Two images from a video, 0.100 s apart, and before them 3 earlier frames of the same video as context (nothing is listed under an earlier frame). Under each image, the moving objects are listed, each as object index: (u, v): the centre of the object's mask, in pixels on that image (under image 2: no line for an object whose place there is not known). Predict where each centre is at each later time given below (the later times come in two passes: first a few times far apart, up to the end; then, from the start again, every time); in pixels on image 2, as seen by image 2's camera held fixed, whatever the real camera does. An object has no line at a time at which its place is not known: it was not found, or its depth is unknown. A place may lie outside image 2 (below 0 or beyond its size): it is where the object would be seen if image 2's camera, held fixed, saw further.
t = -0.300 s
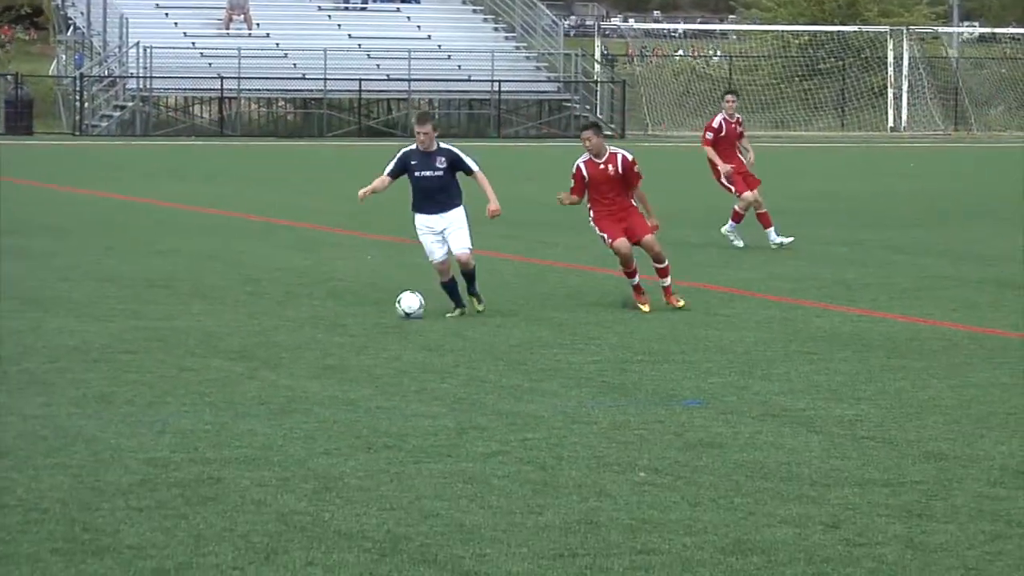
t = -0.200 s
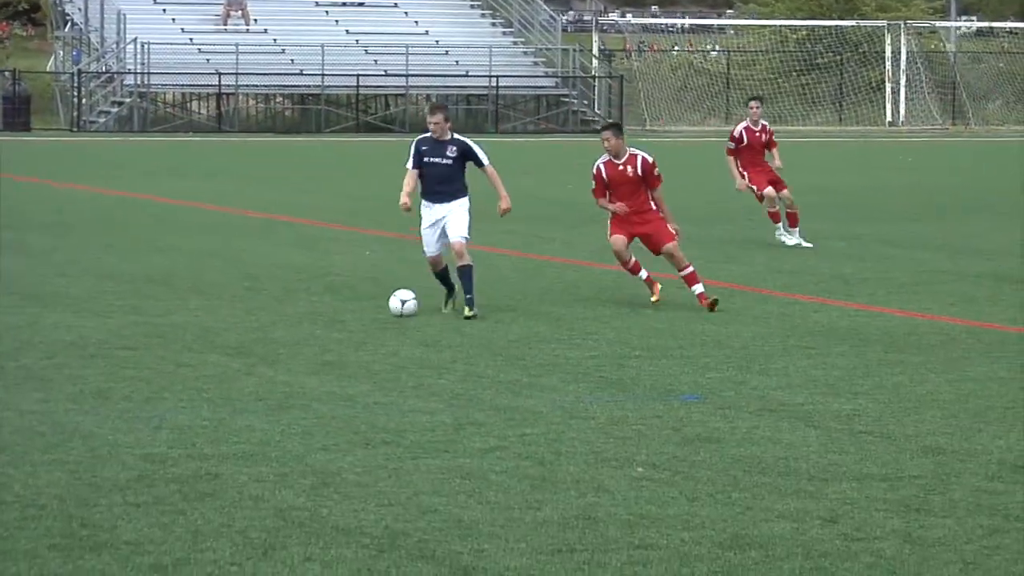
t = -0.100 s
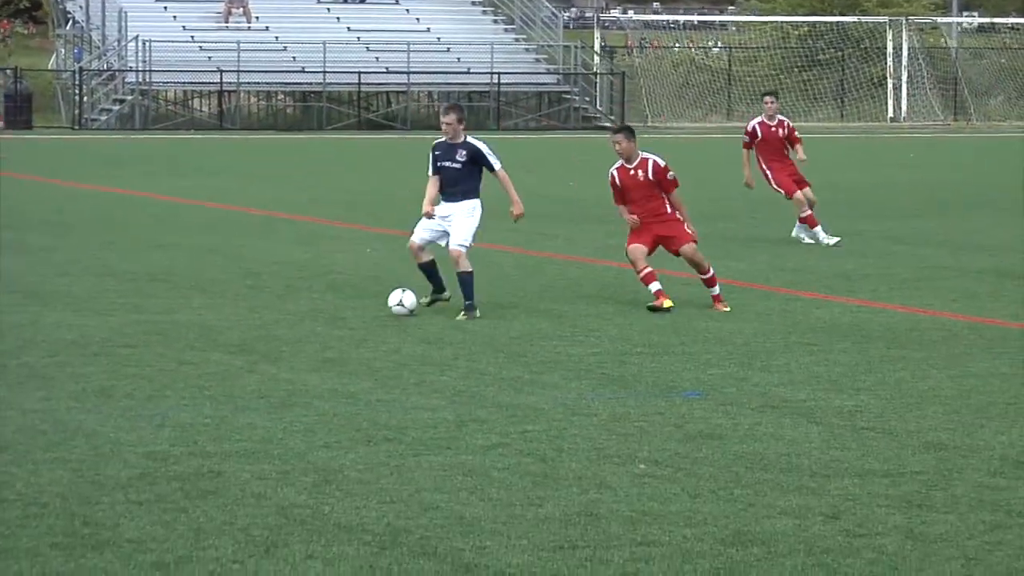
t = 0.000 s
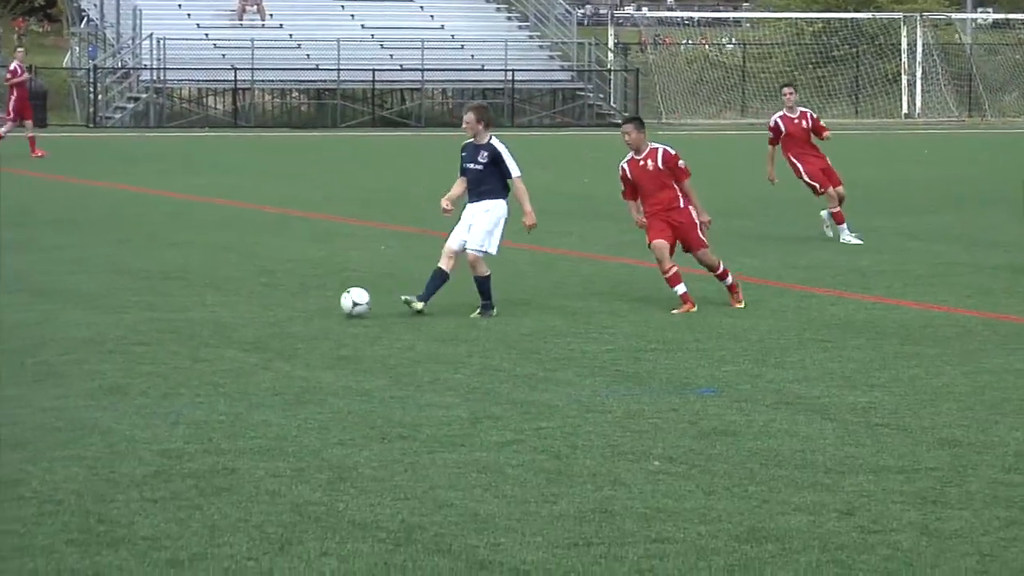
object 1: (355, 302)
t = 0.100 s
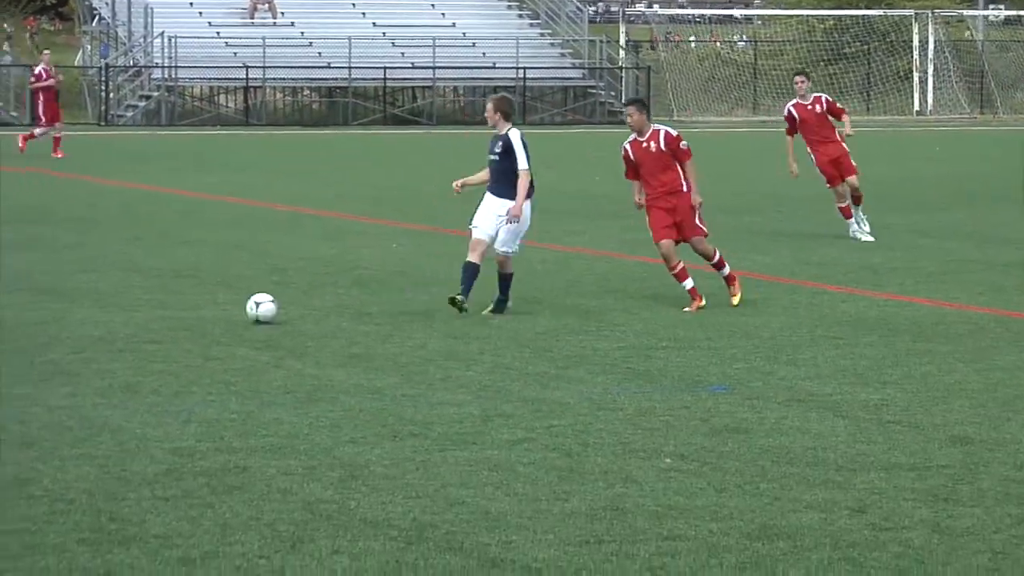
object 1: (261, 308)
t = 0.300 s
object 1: (55, 325)
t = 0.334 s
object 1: (21, 325)
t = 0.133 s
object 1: (225, 313)
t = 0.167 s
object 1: (192, 315)
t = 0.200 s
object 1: (158, 316)
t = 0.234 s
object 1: (125, 319)
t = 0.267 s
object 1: (90, 322)
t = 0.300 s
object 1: (55, 325)
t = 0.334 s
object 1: (21, 325)
